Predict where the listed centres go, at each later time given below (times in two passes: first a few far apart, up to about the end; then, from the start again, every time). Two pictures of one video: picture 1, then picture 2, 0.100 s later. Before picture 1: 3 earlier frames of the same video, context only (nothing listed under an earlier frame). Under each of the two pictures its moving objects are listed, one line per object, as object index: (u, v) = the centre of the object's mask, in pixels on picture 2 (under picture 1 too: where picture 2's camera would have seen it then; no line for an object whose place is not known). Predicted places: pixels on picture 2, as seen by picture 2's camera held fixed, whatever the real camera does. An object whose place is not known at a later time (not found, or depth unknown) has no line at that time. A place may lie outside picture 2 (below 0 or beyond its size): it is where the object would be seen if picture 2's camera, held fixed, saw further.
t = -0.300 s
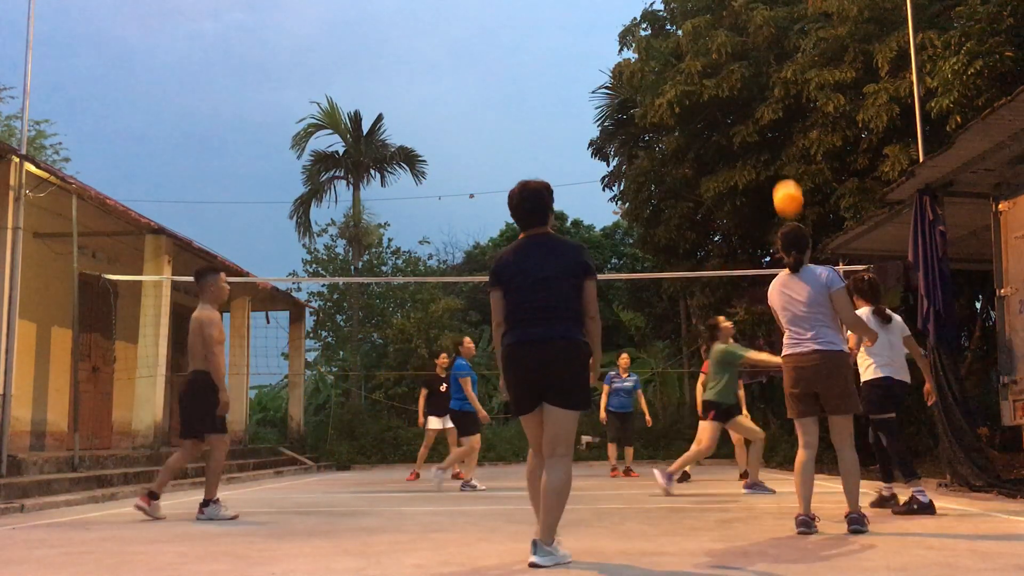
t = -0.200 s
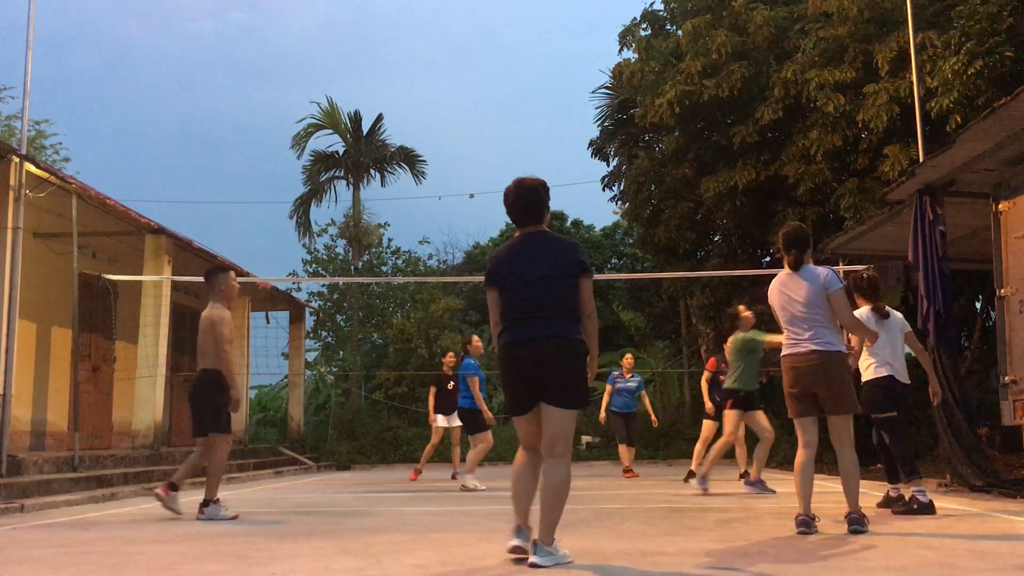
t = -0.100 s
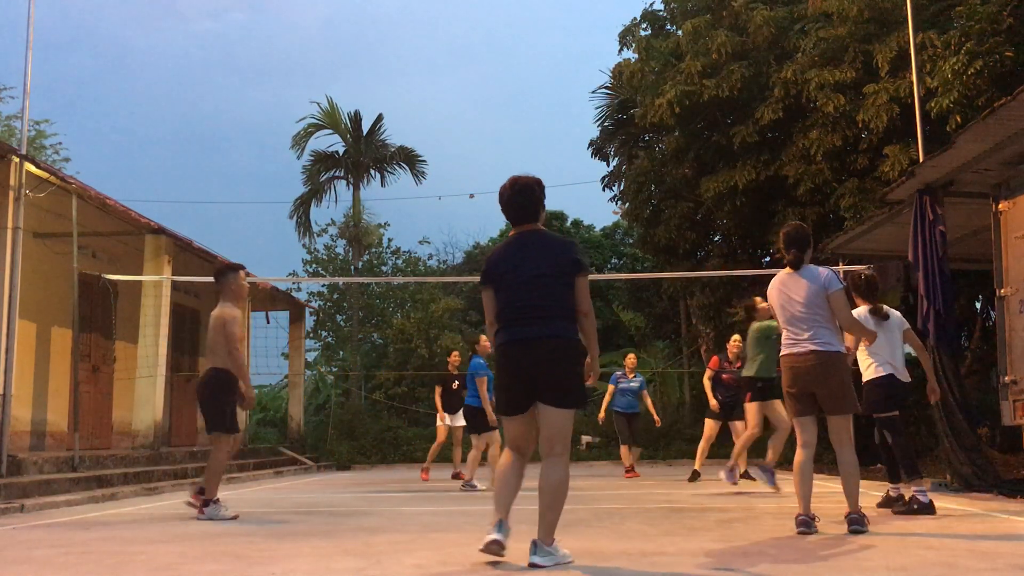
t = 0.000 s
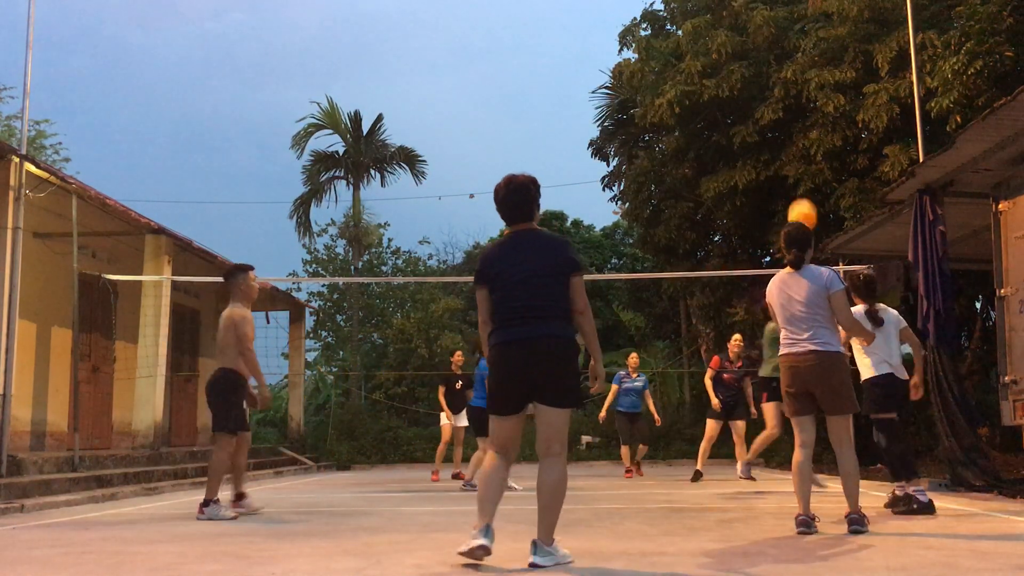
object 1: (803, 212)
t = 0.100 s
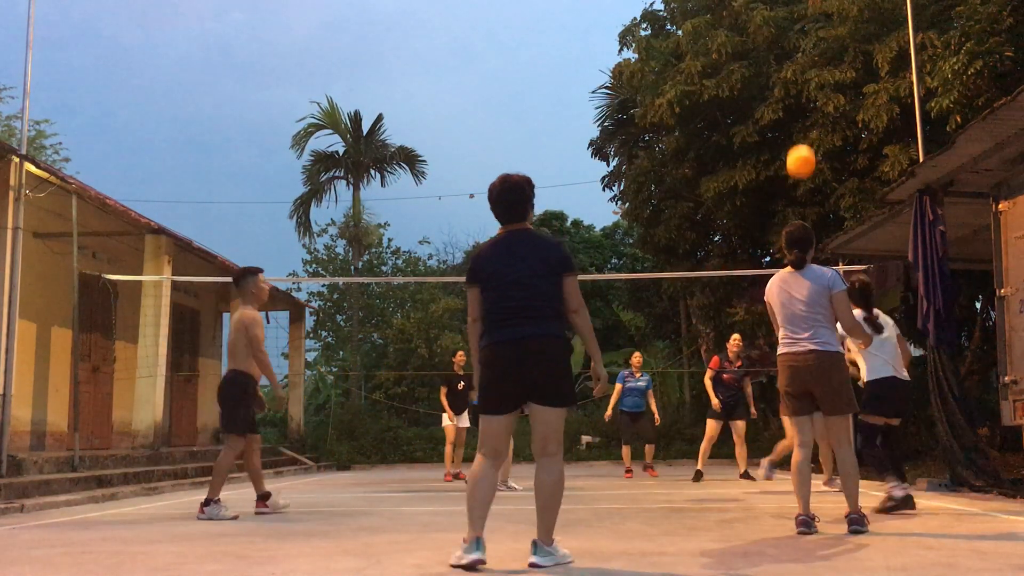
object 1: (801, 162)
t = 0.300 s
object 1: (802, 87)
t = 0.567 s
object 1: (809, 56)
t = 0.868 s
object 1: (821, 109)
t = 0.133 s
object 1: (801, 146)
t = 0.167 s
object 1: (801, 132)
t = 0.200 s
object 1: (801, 118)
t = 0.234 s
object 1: (801, 106)
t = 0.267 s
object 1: (802, 96)
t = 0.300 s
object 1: (802, 87)
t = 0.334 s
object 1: (803, 78)
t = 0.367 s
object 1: (803, 72)
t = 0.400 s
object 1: (804, 67)
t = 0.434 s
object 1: (805, 62)
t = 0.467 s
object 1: (806, 59)
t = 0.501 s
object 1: (807, 57)
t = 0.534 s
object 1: (808, 56)
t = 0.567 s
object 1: (809, 56)
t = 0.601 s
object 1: (810, 58)
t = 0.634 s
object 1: (812, 60)
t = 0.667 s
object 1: (813, 64)
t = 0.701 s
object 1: (814, 68)
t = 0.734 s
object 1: (816, 74)
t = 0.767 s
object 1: (817, 81)
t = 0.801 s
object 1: (818, 89)
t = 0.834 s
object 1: (820, 98)
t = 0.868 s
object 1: (821, 109)
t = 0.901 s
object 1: (823, 121)
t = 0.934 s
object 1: (825, 134)
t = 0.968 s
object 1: (827, 149)
